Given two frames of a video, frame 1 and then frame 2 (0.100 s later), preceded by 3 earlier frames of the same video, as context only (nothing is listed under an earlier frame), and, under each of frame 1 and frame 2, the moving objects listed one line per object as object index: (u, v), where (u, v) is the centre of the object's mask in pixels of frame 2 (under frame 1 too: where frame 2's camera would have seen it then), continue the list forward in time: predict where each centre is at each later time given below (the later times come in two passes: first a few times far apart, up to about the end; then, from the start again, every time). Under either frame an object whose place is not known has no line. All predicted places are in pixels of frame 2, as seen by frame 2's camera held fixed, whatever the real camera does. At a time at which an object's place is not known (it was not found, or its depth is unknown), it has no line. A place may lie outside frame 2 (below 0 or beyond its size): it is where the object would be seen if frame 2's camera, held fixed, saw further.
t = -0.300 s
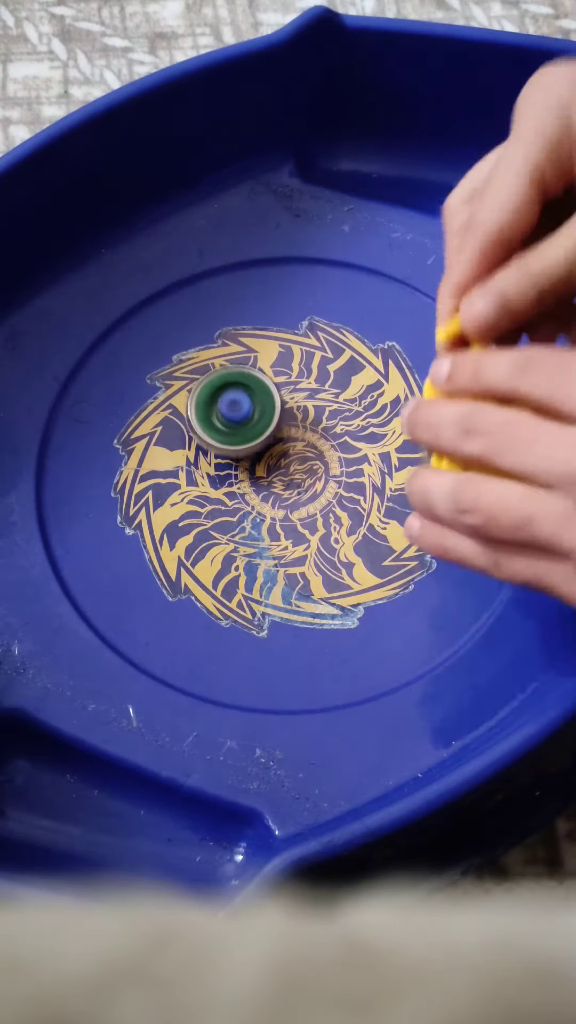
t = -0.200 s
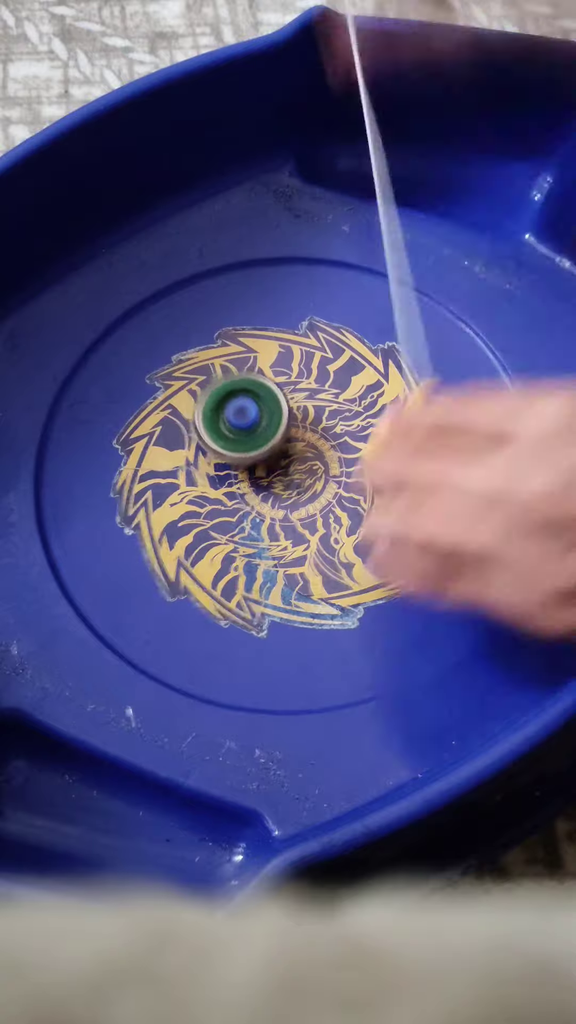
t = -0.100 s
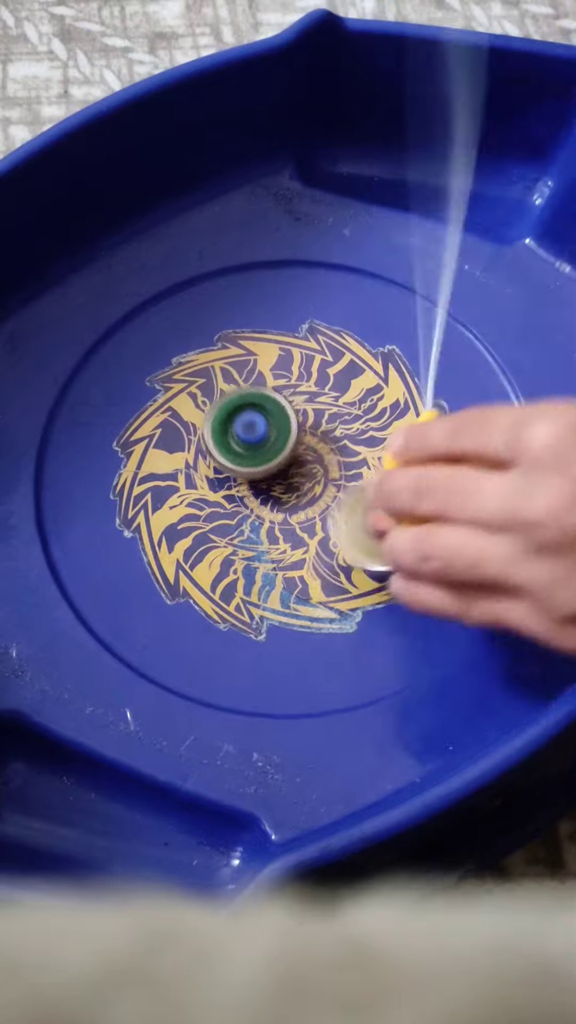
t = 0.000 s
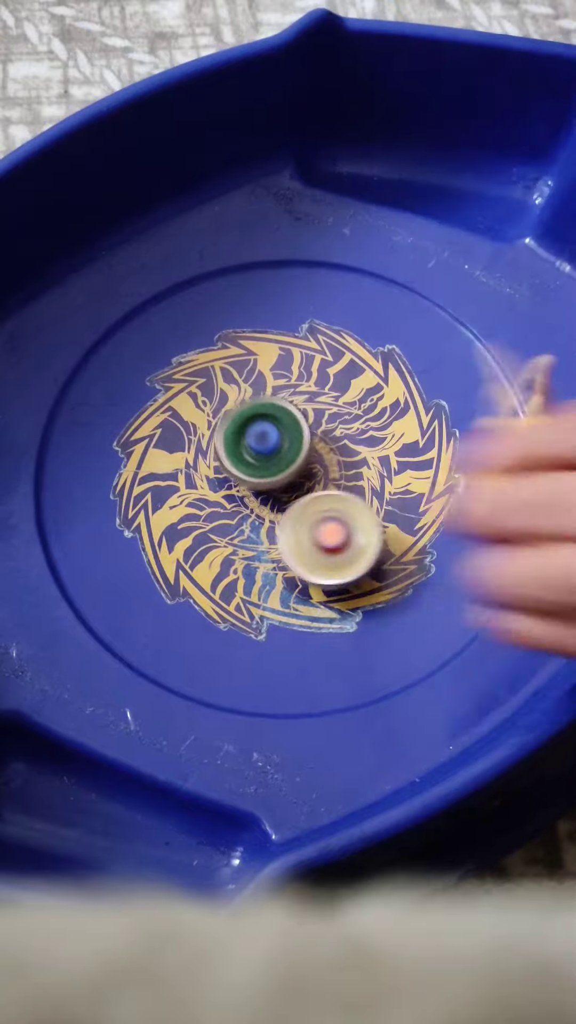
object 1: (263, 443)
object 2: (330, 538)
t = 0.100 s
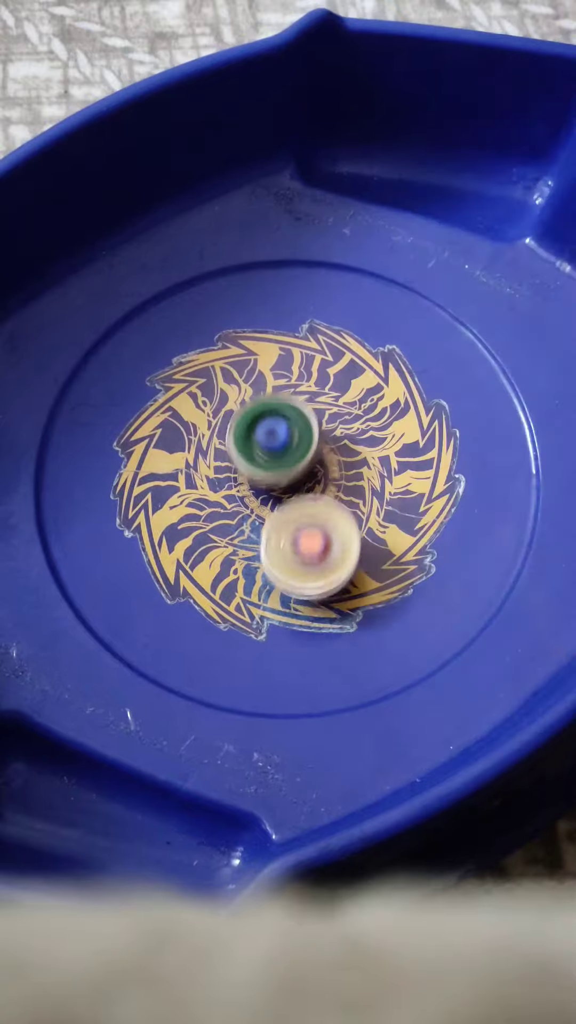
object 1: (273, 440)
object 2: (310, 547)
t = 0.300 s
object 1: (290, 439)
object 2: (350, 568)
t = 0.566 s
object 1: (232, 445)
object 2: (457, 500)
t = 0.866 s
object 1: (149, 473)
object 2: (369, 423)
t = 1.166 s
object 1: (56, 513)
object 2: (352, 539)
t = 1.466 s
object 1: (117, 522)
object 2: (430, 475)
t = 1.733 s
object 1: (166, 502)
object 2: (287, 488)
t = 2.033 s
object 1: (258, 485)
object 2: (367, 536)
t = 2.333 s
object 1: (284, 450)
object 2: (418, 463)
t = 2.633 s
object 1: (223, 424)
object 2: (423, 474)
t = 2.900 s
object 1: (200, 436)
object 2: (367, 503)
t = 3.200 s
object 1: (208, 455)
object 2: (312, 541)
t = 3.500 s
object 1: (247, 480)
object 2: (312, 585)
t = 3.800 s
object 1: (267, 480)
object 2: (365, 529)
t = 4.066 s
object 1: (218, 447)
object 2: (391, 512)
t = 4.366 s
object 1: (137, 414)
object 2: (391, 468)
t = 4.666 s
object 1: (171, 421)
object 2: (271, 485)
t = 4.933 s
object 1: (242, 456)
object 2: (277, 562)
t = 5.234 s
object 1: (286, 359)
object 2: (384, 658)
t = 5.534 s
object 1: (288, 373)
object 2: (370, 525)
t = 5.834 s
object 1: (313, 331)
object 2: (204, 586)
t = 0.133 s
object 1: (277, 432)
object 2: (313, 560)
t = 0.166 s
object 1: (280, 429)
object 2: (317, 572)
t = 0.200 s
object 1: (283, 429)
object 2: (320, 575)
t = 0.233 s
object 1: (286, 432)
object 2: (327, 578)
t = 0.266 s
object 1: (288, 436)
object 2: (338, 578)
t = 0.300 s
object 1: (290, 439)
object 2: (350, 568)
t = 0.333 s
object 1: (292, 443)
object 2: (361, 557)
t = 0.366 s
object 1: (293, 447)
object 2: (369, 544)
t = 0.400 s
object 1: (293, 452)
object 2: (375, 531)
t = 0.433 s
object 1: (294, 457)
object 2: (384, 517)
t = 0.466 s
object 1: (295, 462)
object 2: (392, 505)
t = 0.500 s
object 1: (295, 466)
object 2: (395, 496)
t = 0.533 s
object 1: (262, 454)
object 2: (432, 498)
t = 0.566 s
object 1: (232, 445)
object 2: (457, 500)
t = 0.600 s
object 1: (211, 439)
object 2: (478, 497)
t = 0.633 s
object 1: (196, 441)
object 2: (491, 489)
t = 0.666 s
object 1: (187, 445)
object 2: (498, 478)
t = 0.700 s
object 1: (178, 450)
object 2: (496, 464)
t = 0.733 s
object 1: (169, 455)
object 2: (487, 449)
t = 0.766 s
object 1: (163, 460)
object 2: (469, 436)
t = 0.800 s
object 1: (157, 465)
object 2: (441, 426)
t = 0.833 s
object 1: (153, 469)
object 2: (408, 422)
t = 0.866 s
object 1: (149, 473)
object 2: (369, 423)
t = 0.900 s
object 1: (146, 477)
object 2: (330, 432)
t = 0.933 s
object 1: (143, 481)
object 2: (293, 444)
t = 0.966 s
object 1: (142, 484)
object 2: (257, 458)
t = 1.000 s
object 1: (110, 487)
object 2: (250, 469)
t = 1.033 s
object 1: (77, 489)
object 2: (275, 478)
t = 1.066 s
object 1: (55, 494)
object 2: (296, 492)
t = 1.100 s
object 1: (45, 498)
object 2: (318, 511)
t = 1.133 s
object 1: (47, 506)
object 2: (334, 526)
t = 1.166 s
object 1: (56, 513)
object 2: (352, 539)
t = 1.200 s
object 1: (67, 519)
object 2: (373, 551)
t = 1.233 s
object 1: (75, 524)
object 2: (396, 558)
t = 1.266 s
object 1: (84, 526)
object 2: (415, 558)
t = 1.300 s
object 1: (90, 528)
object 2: (431, 554)
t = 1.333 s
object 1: (95, 528)
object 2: (444, 542)
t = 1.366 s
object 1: (99, 528)
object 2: (454, 526)
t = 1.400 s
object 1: (104, 527)
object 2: (454, 510)
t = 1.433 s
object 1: (110, 524)
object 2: (446, 491)
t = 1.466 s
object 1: (117, 522)
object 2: (430, 475)
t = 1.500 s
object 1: (125, 520)
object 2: (408, 461)
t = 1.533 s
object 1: (134, 516)
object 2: (379, 453)
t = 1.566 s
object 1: (144, 513)
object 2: (348, 452)
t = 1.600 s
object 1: (156, 510)
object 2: (316, 456)
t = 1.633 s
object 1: (168, 507)
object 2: (287, 464)
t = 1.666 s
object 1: (170, 505)
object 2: (272, 473)
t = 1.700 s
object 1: (164, 505)
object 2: (279, 481)
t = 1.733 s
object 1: (166, 502)
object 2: (287, 488)
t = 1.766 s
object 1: (174, 500)
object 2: (295, 497)
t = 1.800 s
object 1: (184, 499)
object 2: (304, 513)
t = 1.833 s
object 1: (194, 499)
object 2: (314, 528)
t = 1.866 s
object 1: (203, 497)
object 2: (325, 539)
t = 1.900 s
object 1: (214, 495)
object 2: (333, 549)
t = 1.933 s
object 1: (226, 493)
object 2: (339, 552)
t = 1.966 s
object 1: (237, 490)
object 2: (346, 551)
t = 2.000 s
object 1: (247, 487)
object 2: (357, 546)
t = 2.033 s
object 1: (258, 485)
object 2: (367, 536)
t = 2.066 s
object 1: (268, 482)
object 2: (376, 523)
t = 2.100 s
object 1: (279, 479)
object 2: (383, 509)
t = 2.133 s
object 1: (285, 476)
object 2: (387, 499)
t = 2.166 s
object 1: (286, 472)
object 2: (399, 496)
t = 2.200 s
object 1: (289, 468)
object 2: (403, 493)
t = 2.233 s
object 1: (293, 465)
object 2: (403, 485)
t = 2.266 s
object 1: (295, 462)
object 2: (400, 475)
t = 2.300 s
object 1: (288, 455)
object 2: (409, 468)
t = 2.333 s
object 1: (284, 450)
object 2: (418, 463)
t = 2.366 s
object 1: (285, 446)
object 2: (423, 458)
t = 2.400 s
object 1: (288, 445)
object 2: (422, 455)
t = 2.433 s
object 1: (292, 443)
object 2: (417, 455)
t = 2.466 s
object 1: (295, 442)
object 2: (406, 455)
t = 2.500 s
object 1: (289, 440)
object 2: (400, 457)
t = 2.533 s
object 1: (260, 430)
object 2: (411, 465)
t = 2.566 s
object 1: (241, 426)
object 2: (418, 471)
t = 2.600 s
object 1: (229, 423)
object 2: (421, 473)
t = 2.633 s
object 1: (223, 424)
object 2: (423, 474)
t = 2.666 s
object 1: (218, 425)
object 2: (423, 477)
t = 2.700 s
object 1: (214, 427)
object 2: (419, 481)
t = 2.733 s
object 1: (211, 429)
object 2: (412, 483)
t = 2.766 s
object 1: (208, 430)
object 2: (406, 485)
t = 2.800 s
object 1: (205, 432)
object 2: (398, 489)
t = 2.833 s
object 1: (203, 433)
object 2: (389, 493)
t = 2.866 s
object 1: (201, 435)
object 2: (378, 498)
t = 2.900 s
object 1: (200, 436)
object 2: (367, 503)
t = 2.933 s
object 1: (199, 437)
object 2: (356, 507)
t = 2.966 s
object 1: (199, 439)
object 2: (345, 510)
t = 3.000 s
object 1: (199, 441)
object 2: (335, 513)
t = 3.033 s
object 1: (199, 443)
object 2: (328, 513)
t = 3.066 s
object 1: (200, 445)
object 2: (325, 513)
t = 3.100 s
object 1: (202, 447)
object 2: (325, 516)
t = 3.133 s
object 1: (203, 449)
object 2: (323, 521)
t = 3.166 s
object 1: (205, 452)
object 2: (319, 528)
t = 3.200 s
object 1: (208, 455)
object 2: (312, 541)
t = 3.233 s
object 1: (211, 458)
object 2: (303, 556)
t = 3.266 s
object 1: (215, 460)
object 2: (297, 568)
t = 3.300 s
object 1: (218, 463)
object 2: (293, 578)
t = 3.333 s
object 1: (223, 466)
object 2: (292, 584)
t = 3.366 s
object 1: (227, 469)
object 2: (293, 587)
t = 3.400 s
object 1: (231, 472)
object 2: (296, 590)
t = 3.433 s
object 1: (236, 475)
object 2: (300, 590)
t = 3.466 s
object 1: (242, 477)
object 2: (305, 589)
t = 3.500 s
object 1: (247, 480)
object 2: (312, 585)
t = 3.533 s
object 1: (252, 483)
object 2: (318, 579)
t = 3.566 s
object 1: (257, 486)
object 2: (323, 571)
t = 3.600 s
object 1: (261, 487)
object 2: (328, 561)
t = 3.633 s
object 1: (260, 481)
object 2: (339, 560)
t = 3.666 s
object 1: (262, 480)
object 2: (349, 558)
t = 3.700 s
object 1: (262, 480)
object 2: (358, 553)
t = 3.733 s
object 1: (264, 480)
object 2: (363, 547)
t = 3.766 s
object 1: (266, 480)
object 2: (366, 538)
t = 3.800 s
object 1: (267, 480)
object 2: (365, 529)
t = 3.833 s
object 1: (268, 481)
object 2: (362, 522)
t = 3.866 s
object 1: (263, 477)
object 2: (367, 520)
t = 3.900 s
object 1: (263, 475)
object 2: (371, 518)
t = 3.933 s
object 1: (263, 475)
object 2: (371, 516)
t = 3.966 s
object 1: (262, 475)
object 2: (368, 512)
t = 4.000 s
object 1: (263, 474)
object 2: (362, 507)
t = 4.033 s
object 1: (253, 467)
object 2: (367, 507)
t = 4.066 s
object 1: (218, 447)
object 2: (391, 512)
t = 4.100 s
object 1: (195, 434)
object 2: (407, 516)
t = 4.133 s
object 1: (174, 426)
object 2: (416, 517)
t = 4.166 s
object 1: (162, 424)
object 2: (419, 515)
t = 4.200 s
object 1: (156, 422)
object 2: (417, 509)
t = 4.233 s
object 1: (149, 419)
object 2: (412, 500)
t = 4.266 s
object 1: (144, 417)
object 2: (406, 491)
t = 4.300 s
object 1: (141, 416)
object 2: (402, 482)
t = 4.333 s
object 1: (139, 415)
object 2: (397, 474)
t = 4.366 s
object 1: (137, 414)
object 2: (391, 468)
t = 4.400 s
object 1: (137, 413)
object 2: (382, 462)
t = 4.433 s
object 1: (138, 413)
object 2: (371, 457)
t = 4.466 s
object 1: (139, 414)
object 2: (358, 454)
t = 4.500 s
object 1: (142, 414)
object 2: (344, 453)
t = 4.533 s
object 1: (146, 415)
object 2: (328, 454)
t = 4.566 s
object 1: (151, 416)
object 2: (311, 459)
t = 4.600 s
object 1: (157, 417)
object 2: (296, 467)
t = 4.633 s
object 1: (163, 419)
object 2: (284, 475)
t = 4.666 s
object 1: (171, 421)
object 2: (271, 485)
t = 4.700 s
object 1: (178, 425)
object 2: (260, 498)
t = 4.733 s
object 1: (186, 429)
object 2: (254, 511)
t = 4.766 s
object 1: (195, 432)
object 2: (252, 523)
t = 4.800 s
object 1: (205, 437)
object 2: (253, 534)
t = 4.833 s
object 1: (214, 441)
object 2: (257, 543)
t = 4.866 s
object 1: (224, 446)
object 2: (263, 552)
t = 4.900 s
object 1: (233, 451)
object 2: (270, 558)
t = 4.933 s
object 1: (242, 456)
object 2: (277, 562)
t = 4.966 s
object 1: (251, 462)
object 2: (286, 565)
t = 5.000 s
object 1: (261, 468)
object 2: (294, 564)
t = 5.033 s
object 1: (269, 474)
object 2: (303, 563)
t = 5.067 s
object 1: (275, 458)
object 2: (318, 588)
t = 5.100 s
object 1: (276, 419)
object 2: (334, 623)
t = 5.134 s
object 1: (279, 392)
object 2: (349, 647)
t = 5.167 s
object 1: (282, 371)
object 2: (363, 664)
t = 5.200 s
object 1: (285, 362)
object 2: (375, 671)
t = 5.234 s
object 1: (286, 359)
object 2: (384, 658)
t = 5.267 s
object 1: (286, 358)
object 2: (391, 645)
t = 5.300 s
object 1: (287, 357)
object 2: (400, 627)
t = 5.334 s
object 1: (287, 357)
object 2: (409, 609)
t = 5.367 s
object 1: (286, 358)
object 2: (411, 591)
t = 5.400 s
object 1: (286, 359)
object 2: (407, 572)
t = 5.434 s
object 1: (287, 361)
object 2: (403, 558)
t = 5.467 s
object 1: (288, 364)
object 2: (395, 545)
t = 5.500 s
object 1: (288, 368)
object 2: (384, 536)
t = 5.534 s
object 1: (288, 373)
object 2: (370, 525)
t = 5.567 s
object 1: (287, 378)
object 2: (353, 519)
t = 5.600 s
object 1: (286, 384)
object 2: (334, 511)
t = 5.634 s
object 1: (285, 391)
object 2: (315, 507)
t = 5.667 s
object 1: (284, 397)
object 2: (298, 502)
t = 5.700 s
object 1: (282, 403)
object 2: (281, 499)
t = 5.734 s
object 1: (282, 403)
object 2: (265, 506)
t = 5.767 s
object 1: (297, 366)
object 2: (237, 539)
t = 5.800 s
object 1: (307, 344)
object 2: (219, 567)
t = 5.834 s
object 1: (313, 331)
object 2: (204, 586)
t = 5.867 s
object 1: (315, 325)
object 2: (195, 599)
